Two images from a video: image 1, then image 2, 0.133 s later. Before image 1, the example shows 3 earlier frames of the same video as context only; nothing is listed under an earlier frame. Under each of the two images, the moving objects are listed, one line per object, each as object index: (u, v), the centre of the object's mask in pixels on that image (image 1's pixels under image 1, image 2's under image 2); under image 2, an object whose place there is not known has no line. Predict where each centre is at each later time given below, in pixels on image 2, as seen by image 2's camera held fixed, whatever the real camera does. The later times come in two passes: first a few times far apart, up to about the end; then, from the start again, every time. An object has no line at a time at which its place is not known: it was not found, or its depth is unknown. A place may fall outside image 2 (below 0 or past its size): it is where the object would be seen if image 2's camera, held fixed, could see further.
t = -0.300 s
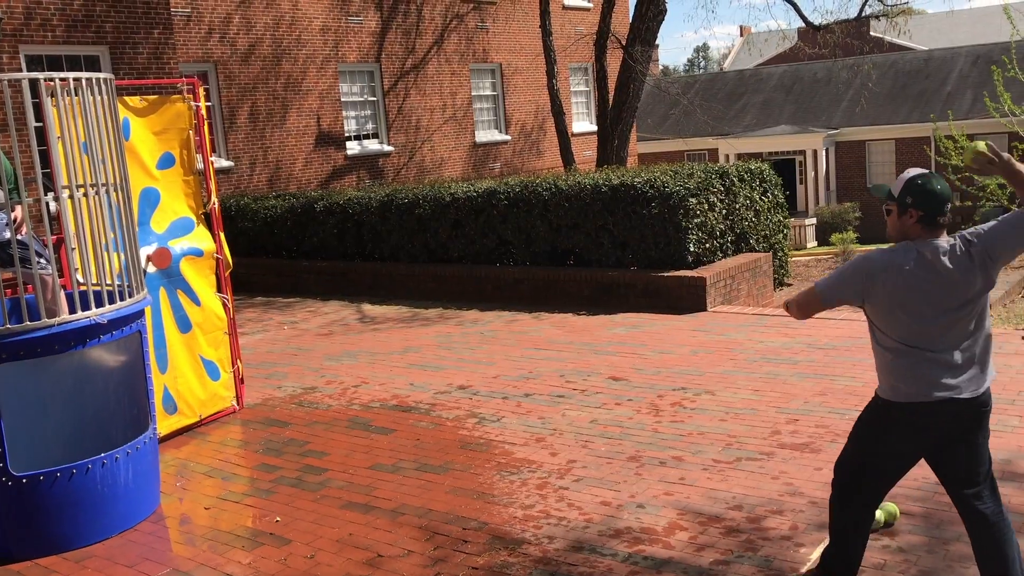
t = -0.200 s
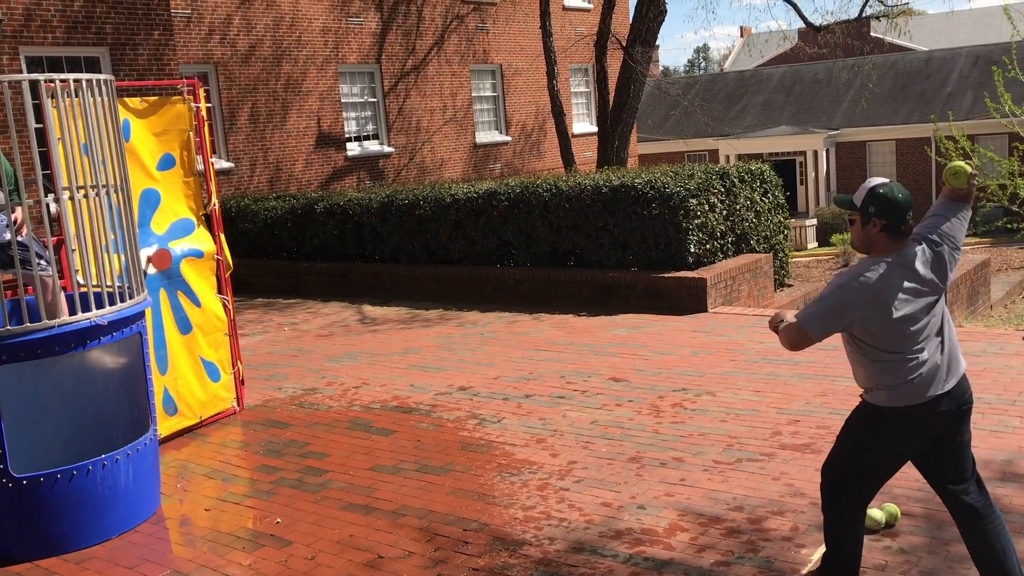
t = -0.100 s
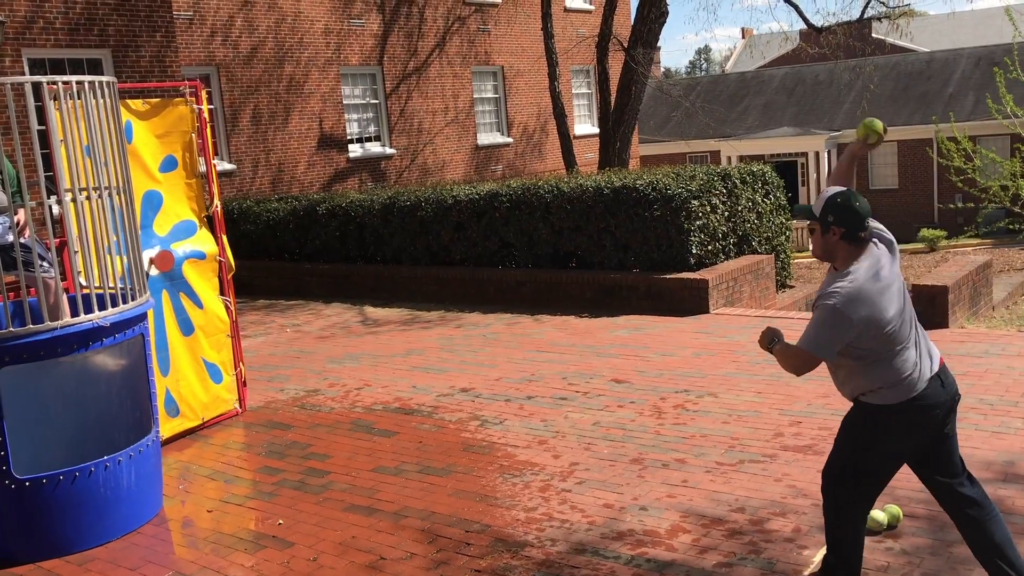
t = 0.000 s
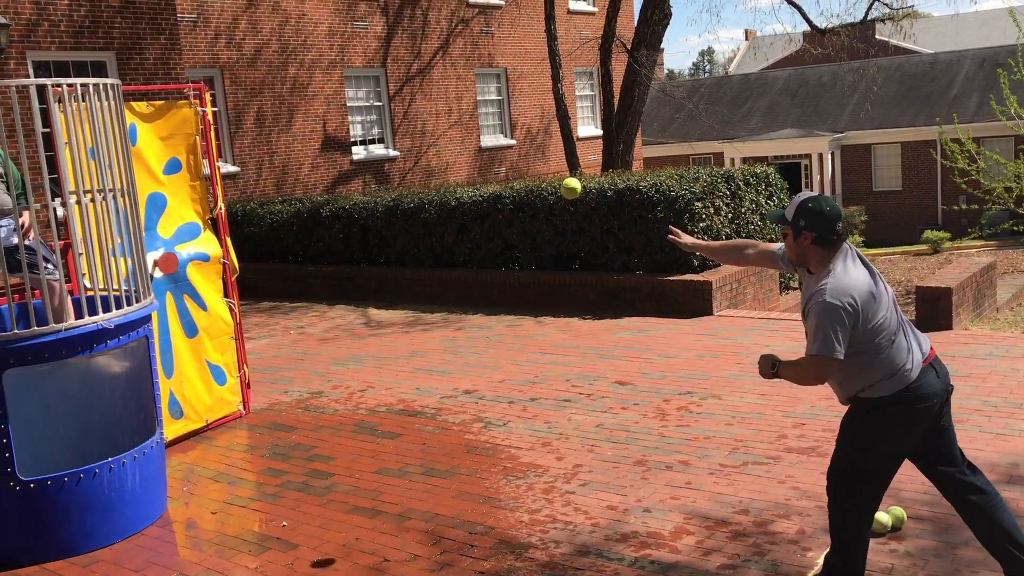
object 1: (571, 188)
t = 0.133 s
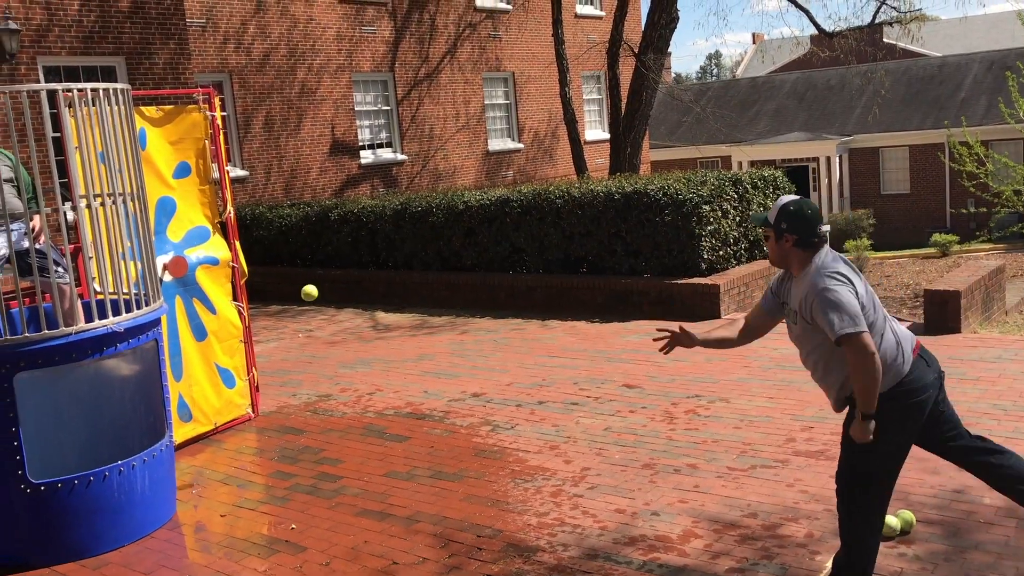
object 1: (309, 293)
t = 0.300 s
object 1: (196, 388)
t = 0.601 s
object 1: (254, 389)
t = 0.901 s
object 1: (329, 434)
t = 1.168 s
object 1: (402, 450)
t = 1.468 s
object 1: (496, 478)
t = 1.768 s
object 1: (592, 500)
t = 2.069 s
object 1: (698, 518)
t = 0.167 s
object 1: (260, 315)
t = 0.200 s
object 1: (215, 337)
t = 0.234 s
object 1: (187, 354)
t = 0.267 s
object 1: (189, 370)
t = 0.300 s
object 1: (196, 388)
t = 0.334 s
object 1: (205, 407)
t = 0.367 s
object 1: (211, 416)
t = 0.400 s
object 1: (217, 430)
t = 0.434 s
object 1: (224, 419)
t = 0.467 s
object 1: (229, 411)
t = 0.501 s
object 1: (235, 403)
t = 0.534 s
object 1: (241, 398)
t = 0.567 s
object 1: (247, 393)
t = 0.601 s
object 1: (254, 389)
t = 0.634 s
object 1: (262, 387)
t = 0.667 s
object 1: (268, 388)
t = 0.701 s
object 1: (276, 389)
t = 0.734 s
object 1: (284, 393)
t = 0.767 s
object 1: (292, 397)
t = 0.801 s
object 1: (301, 404)
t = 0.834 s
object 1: (310, 411)
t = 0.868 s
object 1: (319, 422)
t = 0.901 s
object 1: (329, 434)
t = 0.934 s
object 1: (339, 448)
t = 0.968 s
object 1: (349, 464)
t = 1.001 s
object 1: (357, 458)
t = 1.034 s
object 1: (365, 453)
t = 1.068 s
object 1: (374, 450)
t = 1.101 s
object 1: (383, 448)
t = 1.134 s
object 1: (393, 448)
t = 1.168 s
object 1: (402, 450)
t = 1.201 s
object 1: (412, 454)
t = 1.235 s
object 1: (423, 459)
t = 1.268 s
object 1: (433, 467)
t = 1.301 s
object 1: (444, 476)
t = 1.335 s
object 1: (454, 476)
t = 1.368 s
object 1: (463, 473)
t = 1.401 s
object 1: (475, 473)
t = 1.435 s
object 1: (485, 475)
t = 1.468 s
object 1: (496, 478)
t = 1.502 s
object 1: (507, 484)
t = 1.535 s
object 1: (519, 491)
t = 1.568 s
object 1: (528, 488)
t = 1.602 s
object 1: (538, 486)
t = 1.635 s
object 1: (549, 487)
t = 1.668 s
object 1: (559, 490)
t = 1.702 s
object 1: (570, 494)
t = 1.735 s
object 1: (581, 501)
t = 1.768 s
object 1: (592, 500)
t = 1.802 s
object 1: (604, 501)
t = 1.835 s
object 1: (615, 503)
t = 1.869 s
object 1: (627, 507)
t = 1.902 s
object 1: (639, 508)
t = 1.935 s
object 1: (650, 510)
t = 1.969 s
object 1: (662, 512)
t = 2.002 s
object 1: (674, 513)
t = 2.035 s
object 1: (686, 516)
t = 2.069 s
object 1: (698, 518)
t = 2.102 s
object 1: (711, 521)
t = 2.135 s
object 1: (723, 523)
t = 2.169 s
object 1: (736, 526)
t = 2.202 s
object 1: (749, 528)
